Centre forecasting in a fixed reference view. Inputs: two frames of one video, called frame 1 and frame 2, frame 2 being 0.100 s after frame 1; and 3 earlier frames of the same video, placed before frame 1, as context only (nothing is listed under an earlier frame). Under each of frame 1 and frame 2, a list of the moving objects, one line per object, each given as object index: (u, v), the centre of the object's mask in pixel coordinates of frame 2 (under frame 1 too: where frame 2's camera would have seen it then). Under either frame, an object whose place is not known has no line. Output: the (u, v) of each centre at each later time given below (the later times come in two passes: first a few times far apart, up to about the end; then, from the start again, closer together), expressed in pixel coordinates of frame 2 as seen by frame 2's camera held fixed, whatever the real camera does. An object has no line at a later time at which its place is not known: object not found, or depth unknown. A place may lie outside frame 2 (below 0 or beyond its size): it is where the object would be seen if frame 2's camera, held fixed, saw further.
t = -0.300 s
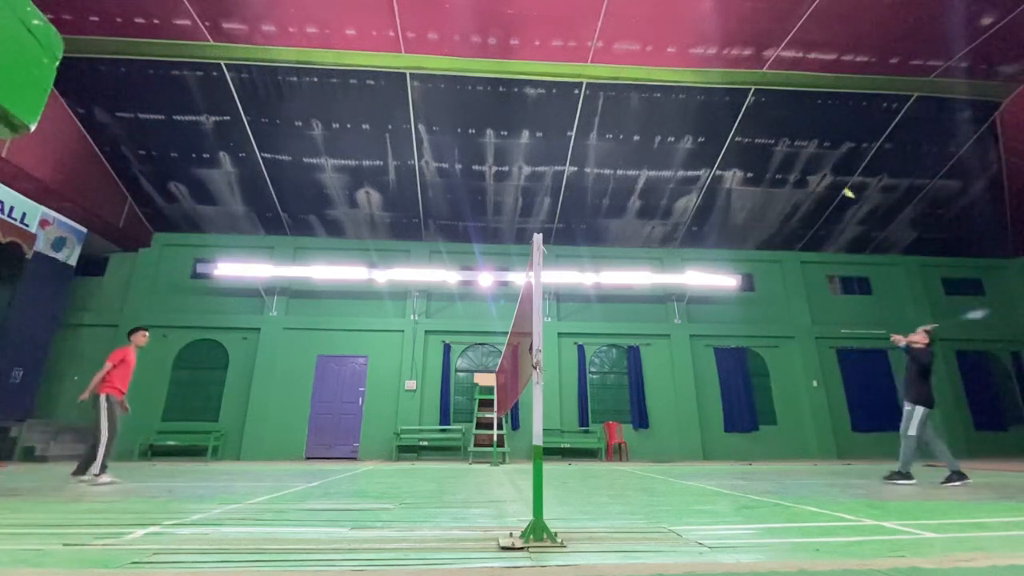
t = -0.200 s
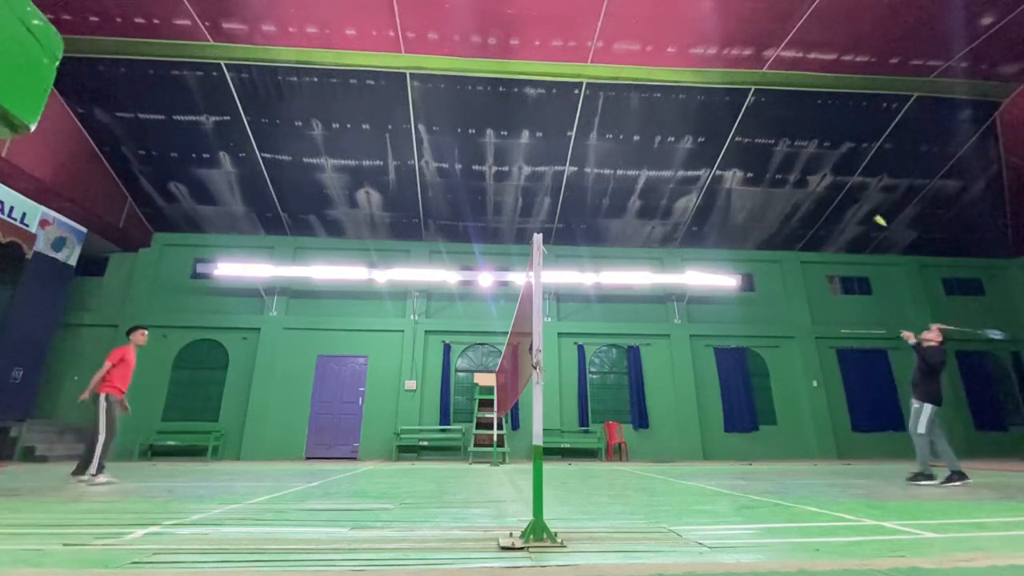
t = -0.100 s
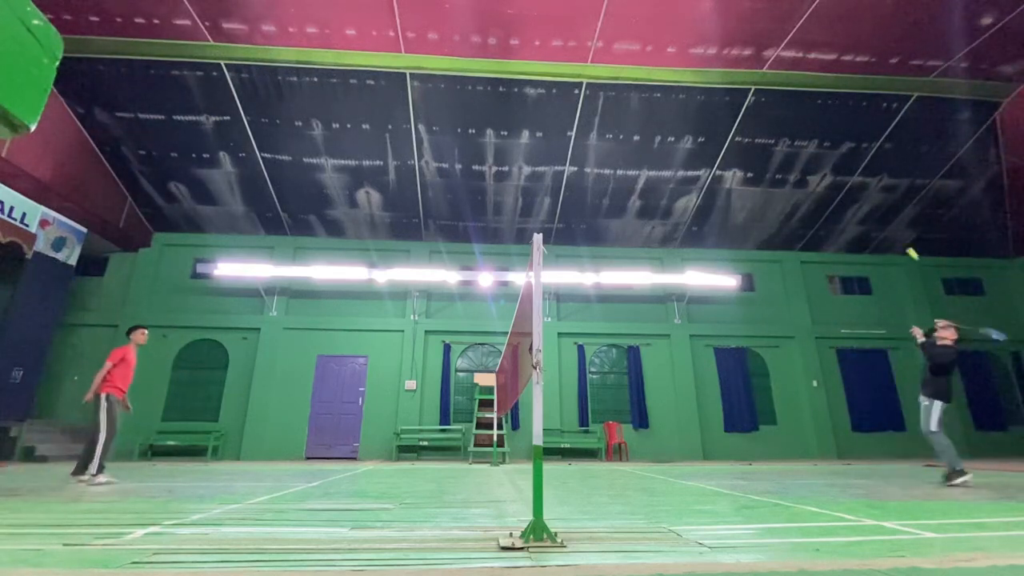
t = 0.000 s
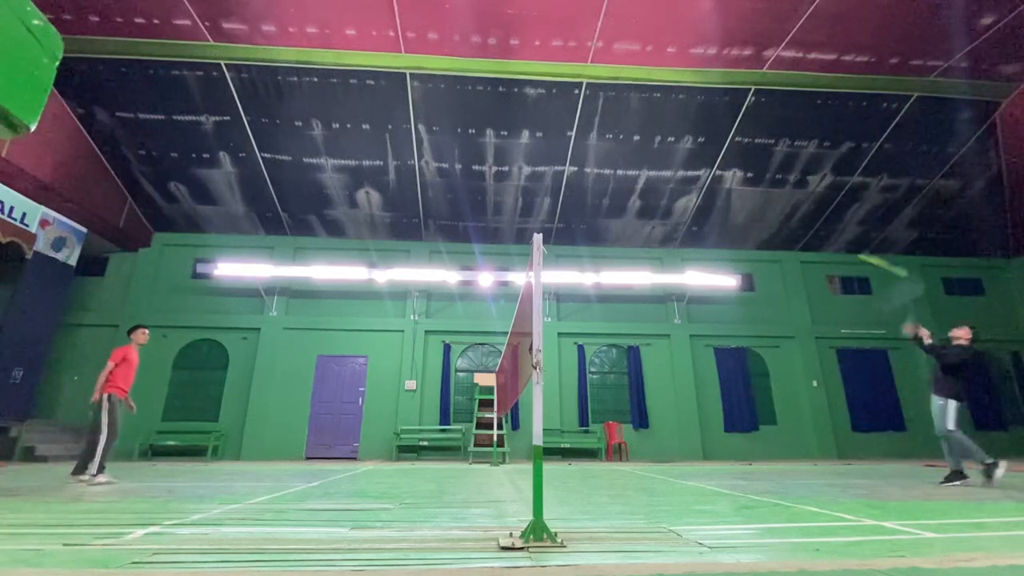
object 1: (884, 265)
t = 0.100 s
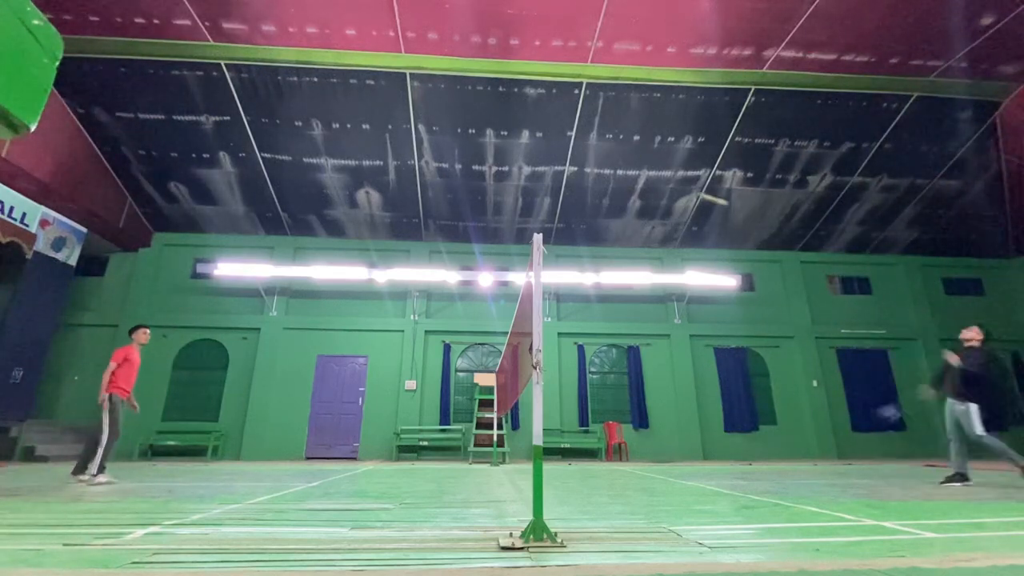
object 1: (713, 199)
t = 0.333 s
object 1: (502, 143)
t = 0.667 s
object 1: (335, 151)
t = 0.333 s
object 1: (502, 143)
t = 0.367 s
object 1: (480, 140)
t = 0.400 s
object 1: (462, 138)
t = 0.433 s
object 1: (443, 138)
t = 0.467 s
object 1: (425, 138)
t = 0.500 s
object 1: (409, 138)
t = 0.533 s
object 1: (393, 139)
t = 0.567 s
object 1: (378, 141)
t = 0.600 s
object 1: (364, 144)
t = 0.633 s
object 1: (349, 147)
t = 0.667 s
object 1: (335, 151)
